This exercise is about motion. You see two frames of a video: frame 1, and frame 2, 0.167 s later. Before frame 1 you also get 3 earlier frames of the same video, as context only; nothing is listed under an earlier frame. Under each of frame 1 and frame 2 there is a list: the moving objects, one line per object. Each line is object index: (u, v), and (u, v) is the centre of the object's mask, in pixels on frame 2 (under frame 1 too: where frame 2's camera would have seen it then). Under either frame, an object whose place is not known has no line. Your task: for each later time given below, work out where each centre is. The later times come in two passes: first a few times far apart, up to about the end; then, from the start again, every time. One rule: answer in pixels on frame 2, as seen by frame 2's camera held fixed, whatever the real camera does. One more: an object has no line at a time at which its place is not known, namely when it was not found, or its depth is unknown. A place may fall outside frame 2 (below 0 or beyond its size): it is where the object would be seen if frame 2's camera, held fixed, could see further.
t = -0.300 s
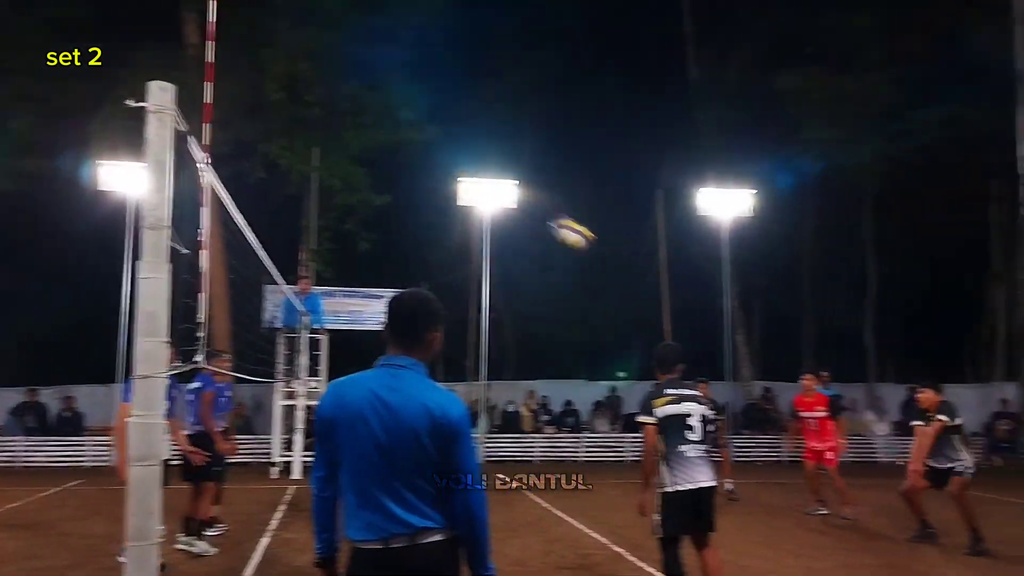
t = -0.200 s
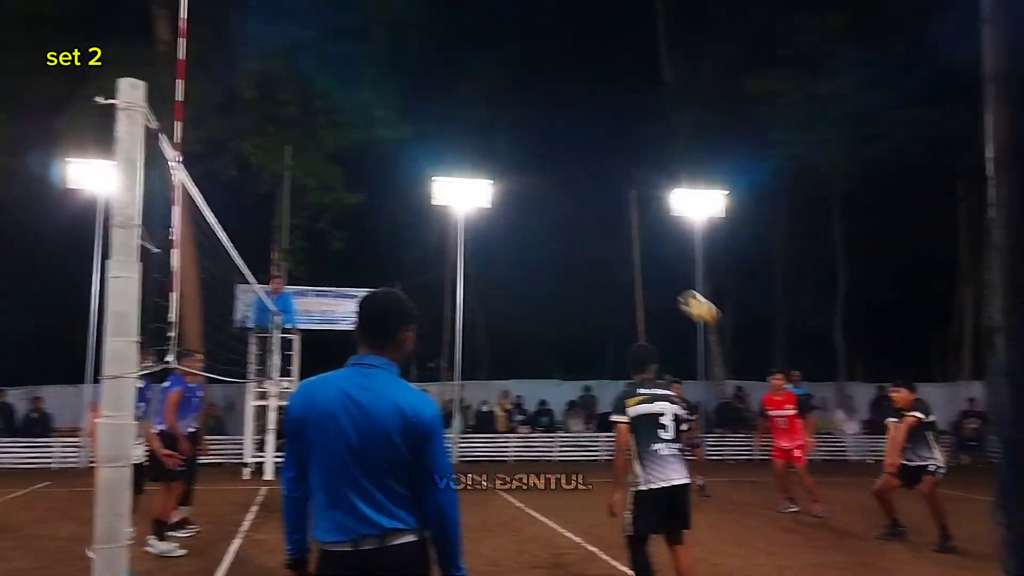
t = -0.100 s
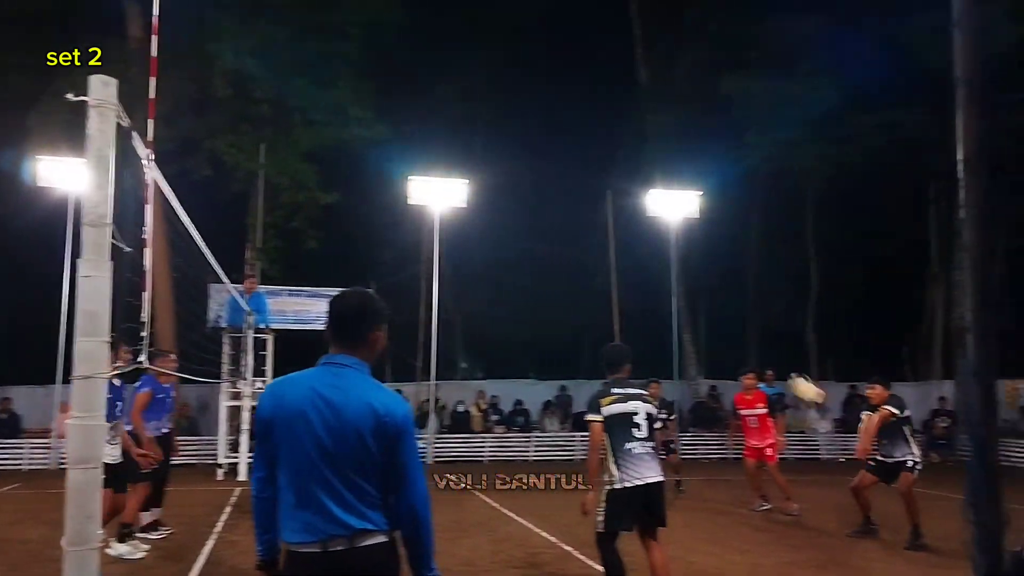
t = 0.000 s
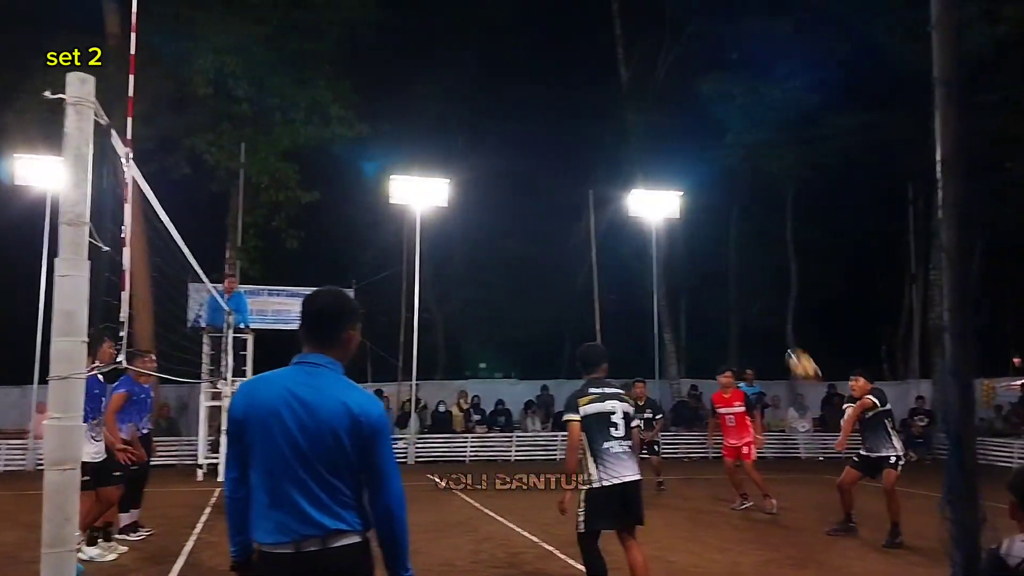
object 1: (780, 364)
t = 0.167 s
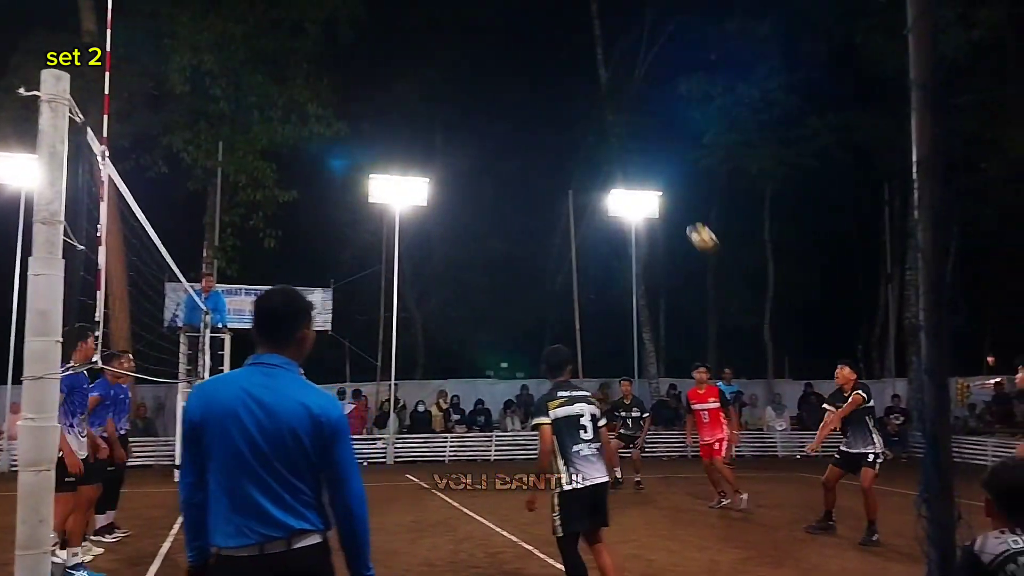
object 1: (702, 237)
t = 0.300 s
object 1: (647, 163)
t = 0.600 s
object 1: (539, 67)
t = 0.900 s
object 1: (444, 59)
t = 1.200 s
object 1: (359, 127)
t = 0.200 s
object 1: (689, 217)
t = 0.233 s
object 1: (675, 197)
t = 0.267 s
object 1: (660, 179)
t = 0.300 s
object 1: (647, 163)
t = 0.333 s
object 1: (635, 148)
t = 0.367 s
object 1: (622, 134)
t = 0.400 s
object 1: (609, 120)
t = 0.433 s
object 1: (597, 108)
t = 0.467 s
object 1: (585, 98)
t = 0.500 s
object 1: (573, 89)
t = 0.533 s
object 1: (561, 80)
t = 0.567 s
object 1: (550, 73)
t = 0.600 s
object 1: (539, 67)
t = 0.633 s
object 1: (527, 62)
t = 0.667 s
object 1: (516, 58)
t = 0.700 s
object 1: (505, 55)
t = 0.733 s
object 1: (495, 53)
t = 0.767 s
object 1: (484, 52)
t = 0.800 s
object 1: (475, 53)
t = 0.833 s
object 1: (463, 54)
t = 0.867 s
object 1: (454, 56)
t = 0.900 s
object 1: (444, 59)
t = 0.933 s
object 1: (433, 63)
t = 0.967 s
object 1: (424, 68)
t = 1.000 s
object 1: (414, 74)
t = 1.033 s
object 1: (405, 81)
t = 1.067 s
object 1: (396, 88)
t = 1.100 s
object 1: (386, 97)
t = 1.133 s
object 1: (377, 106)
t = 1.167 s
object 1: (368, 116)
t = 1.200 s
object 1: (359, 127)
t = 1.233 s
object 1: (350, 139)
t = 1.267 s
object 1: (341, 152)
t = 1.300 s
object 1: (332, 165)
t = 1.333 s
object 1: (323, 179)
